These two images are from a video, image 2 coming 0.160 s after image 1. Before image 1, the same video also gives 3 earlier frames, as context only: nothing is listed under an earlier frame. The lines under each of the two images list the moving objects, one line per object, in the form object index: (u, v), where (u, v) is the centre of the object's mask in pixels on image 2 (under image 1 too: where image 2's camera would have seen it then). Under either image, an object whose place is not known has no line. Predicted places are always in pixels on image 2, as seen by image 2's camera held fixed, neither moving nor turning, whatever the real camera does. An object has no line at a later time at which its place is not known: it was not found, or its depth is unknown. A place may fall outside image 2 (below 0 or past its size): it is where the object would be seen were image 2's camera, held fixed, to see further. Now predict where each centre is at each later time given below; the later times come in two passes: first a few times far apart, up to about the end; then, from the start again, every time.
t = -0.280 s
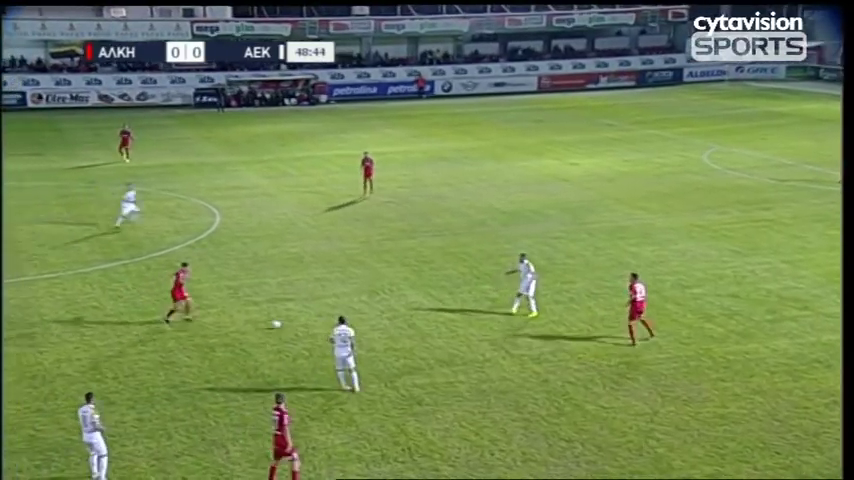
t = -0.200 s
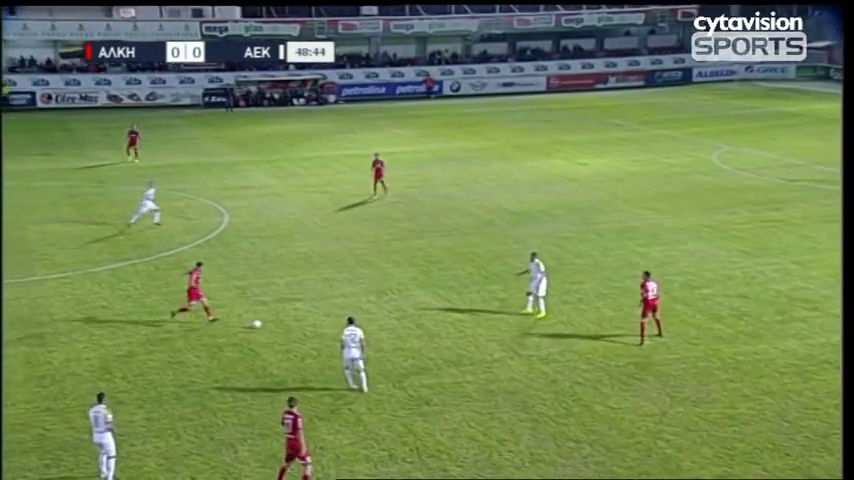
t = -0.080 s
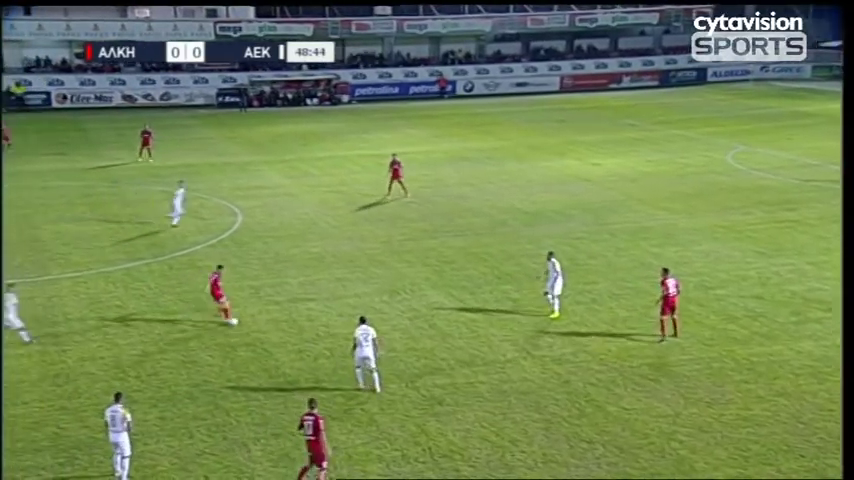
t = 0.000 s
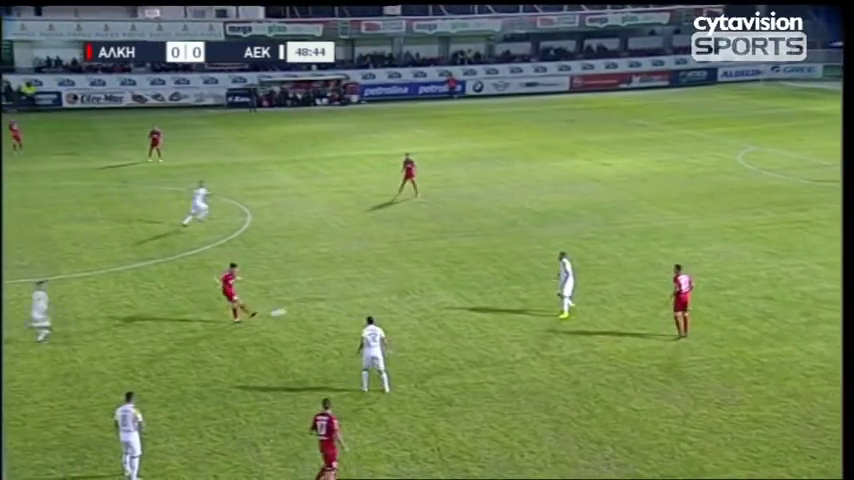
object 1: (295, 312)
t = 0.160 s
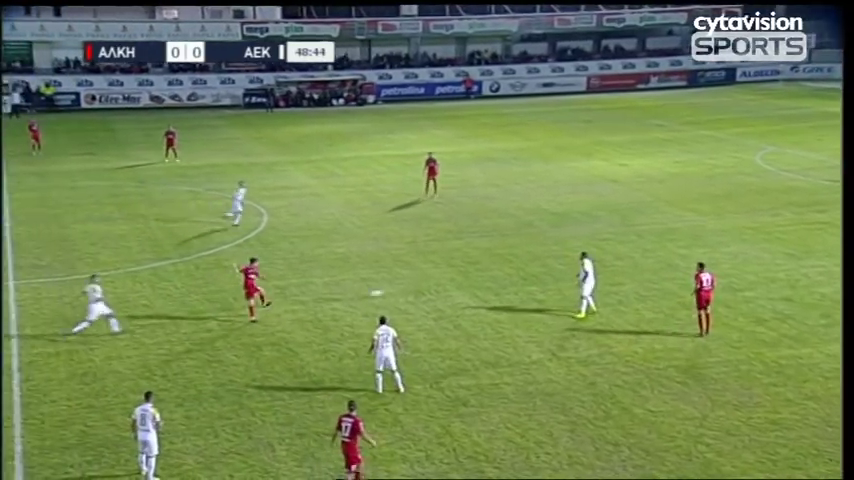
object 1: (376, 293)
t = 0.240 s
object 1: (410, 283)
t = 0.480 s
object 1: (489, 262)
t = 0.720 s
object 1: (545, 245)
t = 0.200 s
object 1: (394, 288)
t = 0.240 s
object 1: (410, 283)
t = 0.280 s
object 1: (425, 279)
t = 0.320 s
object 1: (439, 275)
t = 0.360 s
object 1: (453, 273)
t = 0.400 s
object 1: (466, 269)
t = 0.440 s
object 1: (478, 265)
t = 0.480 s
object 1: (489, 262)
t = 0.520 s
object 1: (499, 259)
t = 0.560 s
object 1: (510, 256)
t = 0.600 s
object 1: (519, 254)
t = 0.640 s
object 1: (529, 250)
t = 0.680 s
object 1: (537, 247)
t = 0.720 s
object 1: (545, 245)
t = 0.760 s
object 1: (553, 244)
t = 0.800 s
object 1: (560, 241)
